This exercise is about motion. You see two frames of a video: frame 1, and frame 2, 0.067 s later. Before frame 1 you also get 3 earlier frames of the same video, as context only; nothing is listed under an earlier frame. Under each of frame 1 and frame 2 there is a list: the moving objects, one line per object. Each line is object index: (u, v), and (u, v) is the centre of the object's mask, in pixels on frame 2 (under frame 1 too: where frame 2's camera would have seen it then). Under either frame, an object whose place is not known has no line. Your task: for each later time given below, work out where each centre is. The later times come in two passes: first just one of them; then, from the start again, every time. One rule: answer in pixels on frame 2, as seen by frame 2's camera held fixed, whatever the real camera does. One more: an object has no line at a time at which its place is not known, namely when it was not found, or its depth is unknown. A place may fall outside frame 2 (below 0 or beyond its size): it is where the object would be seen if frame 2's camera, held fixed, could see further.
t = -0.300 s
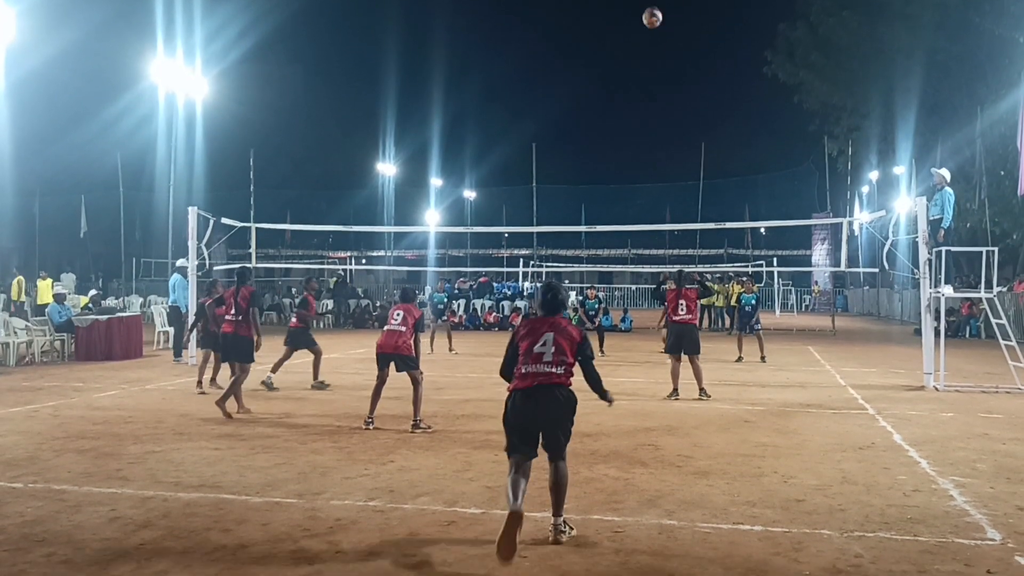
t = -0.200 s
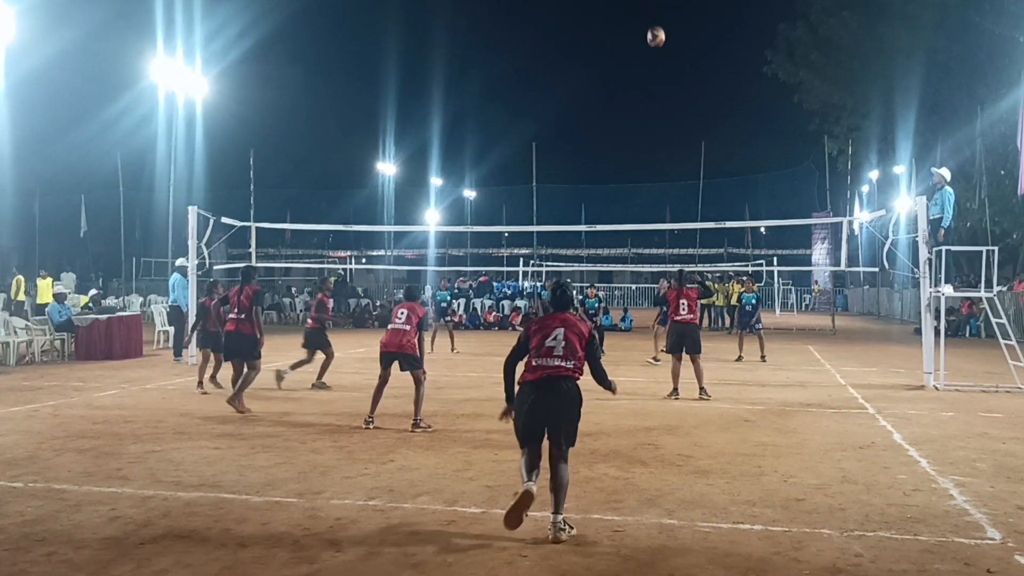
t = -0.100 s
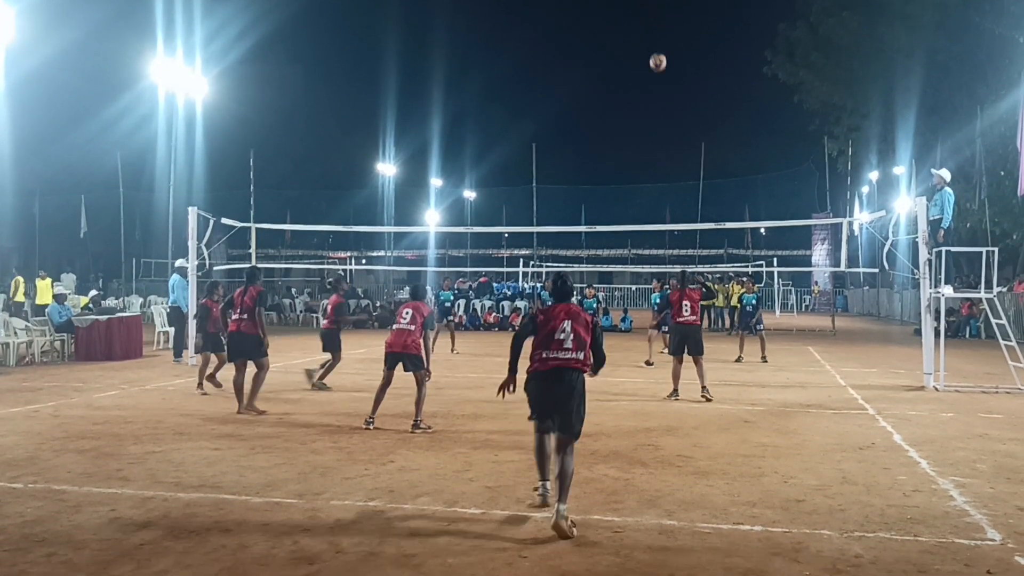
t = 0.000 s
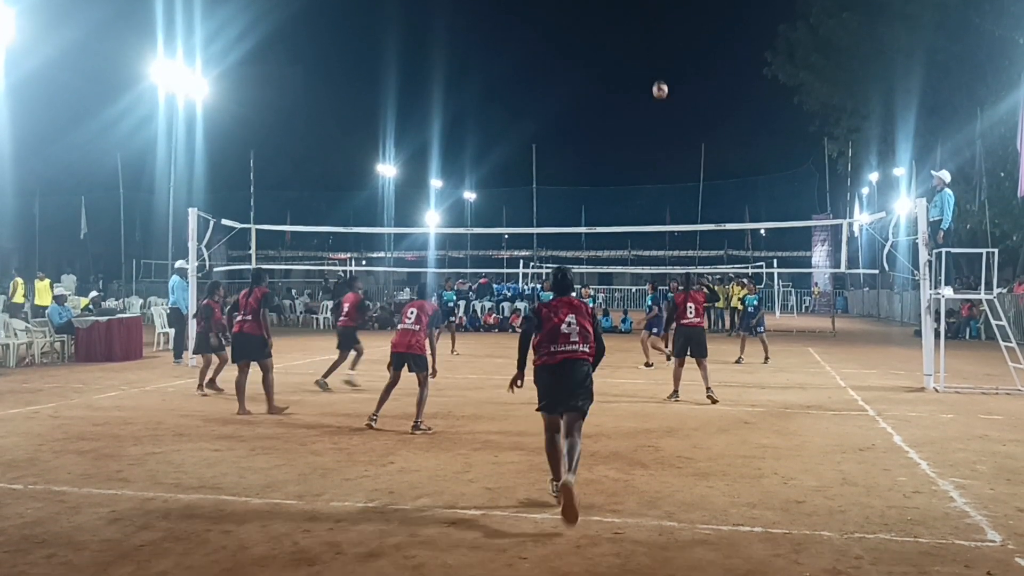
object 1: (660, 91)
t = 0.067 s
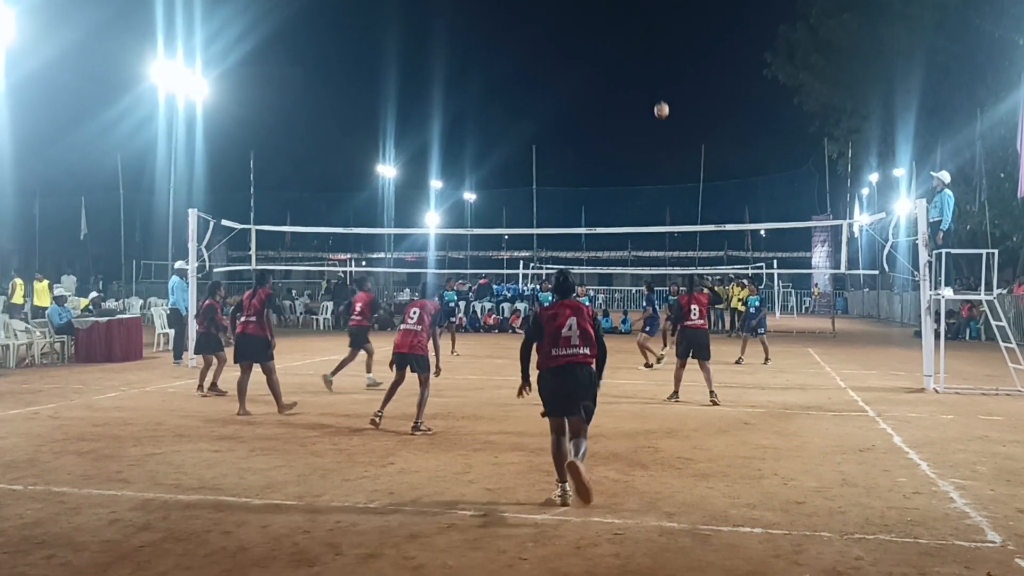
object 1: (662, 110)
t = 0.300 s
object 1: (666, 184)
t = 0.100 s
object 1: (662, 120)
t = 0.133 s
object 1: (663, 130)
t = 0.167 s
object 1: (664, 141)
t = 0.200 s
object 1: (665, 152)
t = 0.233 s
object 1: (665, 162)
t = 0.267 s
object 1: (665, 174)
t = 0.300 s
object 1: (666, 184)
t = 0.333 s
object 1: (667, 196)
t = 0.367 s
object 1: (667, 208)
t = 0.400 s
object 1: (668, 218)
